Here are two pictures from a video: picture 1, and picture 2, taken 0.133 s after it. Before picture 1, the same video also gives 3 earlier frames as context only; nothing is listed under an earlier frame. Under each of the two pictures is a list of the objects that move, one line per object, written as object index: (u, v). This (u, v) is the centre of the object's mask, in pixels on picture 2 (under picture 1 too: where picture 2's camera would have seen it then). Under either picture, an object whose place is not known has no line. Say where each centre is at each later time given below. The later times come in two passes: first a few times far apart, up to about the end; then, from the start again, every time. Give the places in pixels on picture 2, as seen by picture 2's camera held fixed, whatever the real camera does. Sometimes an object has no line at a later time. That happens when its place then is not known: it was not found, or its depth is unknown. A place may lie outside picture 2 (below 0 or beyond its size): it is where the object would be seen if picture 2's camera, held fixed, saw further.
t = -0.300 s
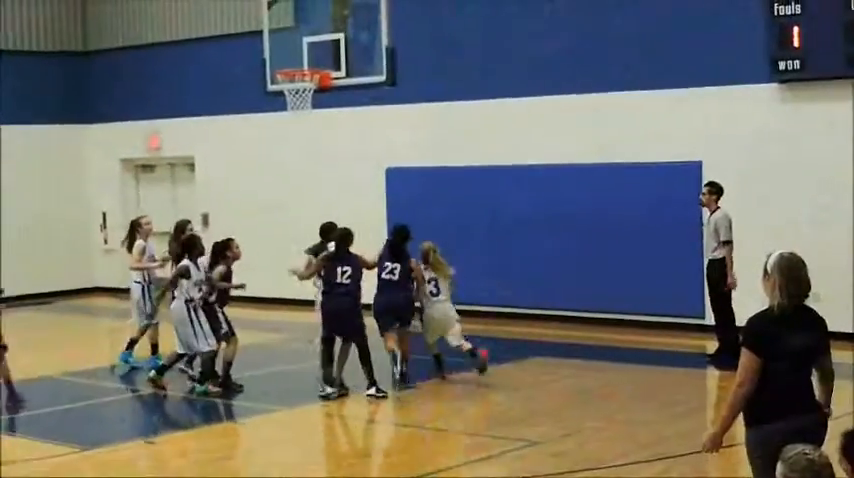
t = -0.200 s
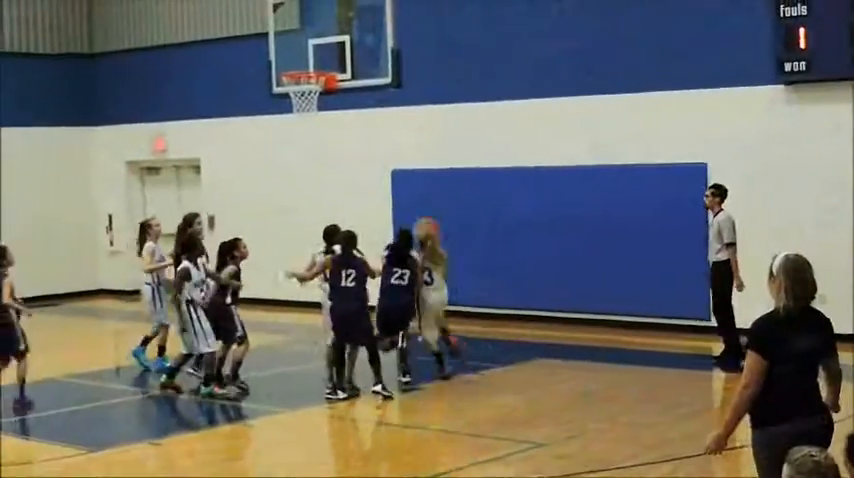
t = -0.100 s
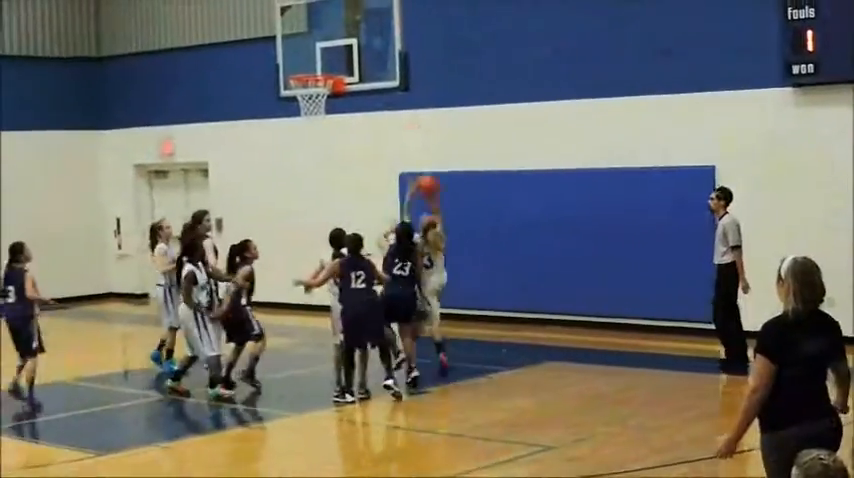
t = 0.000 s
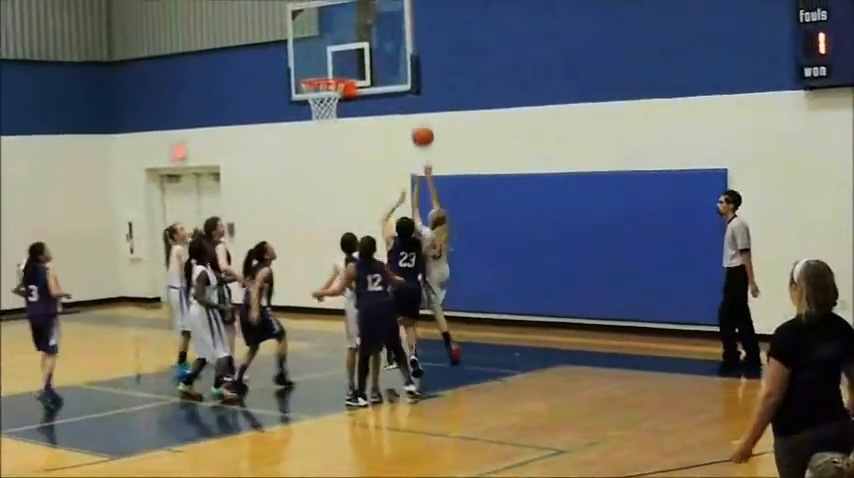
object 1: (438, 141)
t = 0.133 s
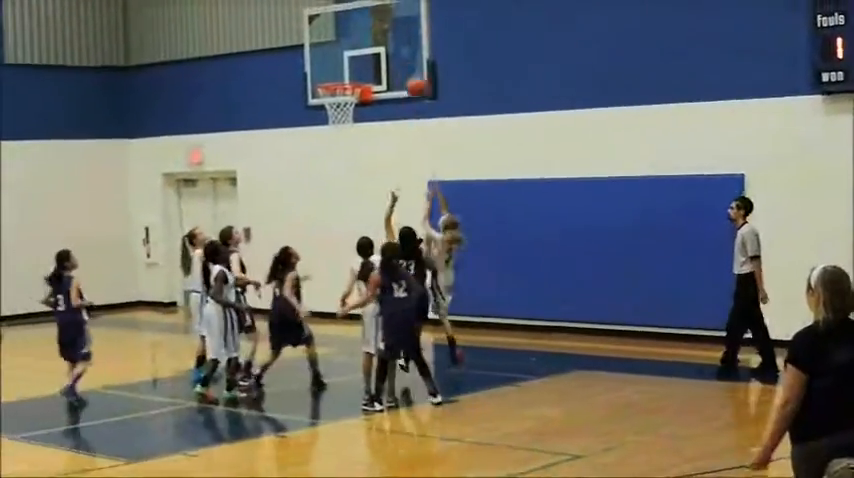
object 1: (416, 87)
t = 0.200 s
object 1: (405, 66)
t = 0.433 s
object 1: (372, 32)
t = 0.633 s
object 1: (346, 41)
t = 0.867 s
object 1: (315, 95)
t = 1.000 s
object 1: (295, 127)
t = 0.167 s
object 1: (411, 76)
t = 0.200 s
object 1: (405, 66)
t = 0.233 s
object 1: (401, 57)
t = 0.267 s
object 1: (395, 50)
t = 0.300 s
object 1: (389, 44)
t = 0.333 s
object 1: (386, 39)
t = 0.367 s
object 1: (381, 35)
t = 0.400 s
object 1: (378, 33)
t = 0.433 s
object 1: (372, 32)
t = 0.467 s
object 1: (368, 31)
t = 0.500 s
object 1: (364, 30)
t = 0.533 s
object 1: (360, 31)
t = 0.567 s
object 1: (355, 33)
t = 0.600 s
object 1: (350, 36)
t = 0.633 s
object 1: (346, 41)
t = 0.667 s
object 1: (341, 46)
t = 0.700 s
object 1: (337, 53)
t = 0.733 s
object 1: (334, 60)
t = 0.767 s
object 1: (331, 68)
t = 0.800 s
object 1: (326, 75)
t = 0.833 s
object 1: (319, 82)
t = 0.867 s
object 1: (315, 95)
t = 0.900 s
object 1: (311, 103)
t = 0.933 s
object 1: (307, 109)
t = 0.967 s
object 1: (300, 117)
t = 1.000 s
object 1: (295, 127)
